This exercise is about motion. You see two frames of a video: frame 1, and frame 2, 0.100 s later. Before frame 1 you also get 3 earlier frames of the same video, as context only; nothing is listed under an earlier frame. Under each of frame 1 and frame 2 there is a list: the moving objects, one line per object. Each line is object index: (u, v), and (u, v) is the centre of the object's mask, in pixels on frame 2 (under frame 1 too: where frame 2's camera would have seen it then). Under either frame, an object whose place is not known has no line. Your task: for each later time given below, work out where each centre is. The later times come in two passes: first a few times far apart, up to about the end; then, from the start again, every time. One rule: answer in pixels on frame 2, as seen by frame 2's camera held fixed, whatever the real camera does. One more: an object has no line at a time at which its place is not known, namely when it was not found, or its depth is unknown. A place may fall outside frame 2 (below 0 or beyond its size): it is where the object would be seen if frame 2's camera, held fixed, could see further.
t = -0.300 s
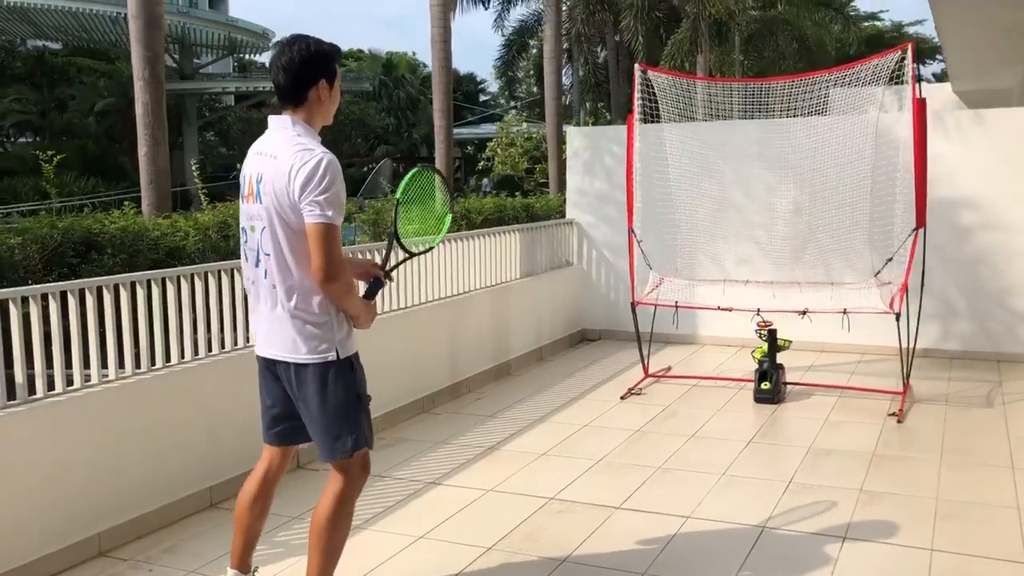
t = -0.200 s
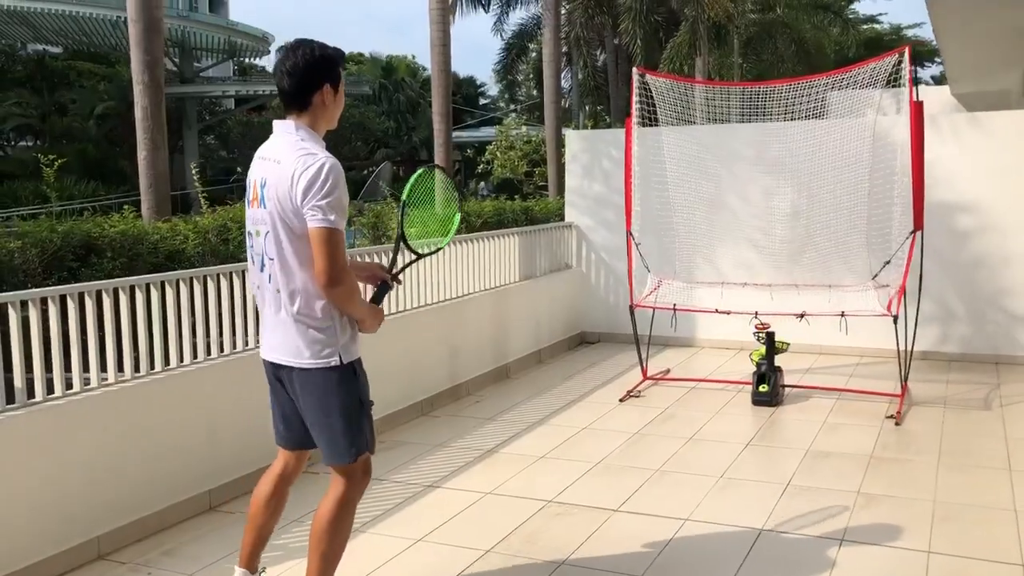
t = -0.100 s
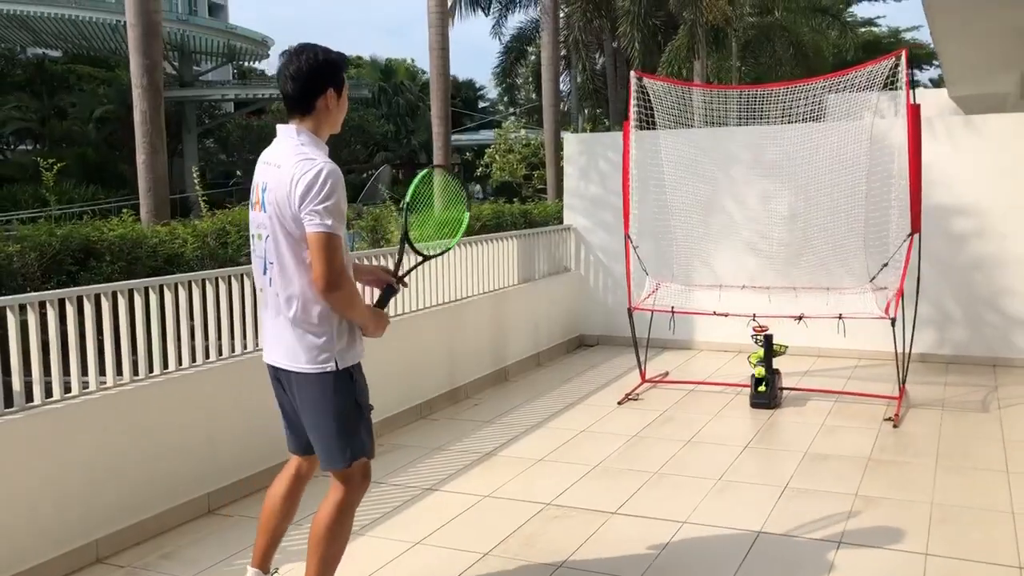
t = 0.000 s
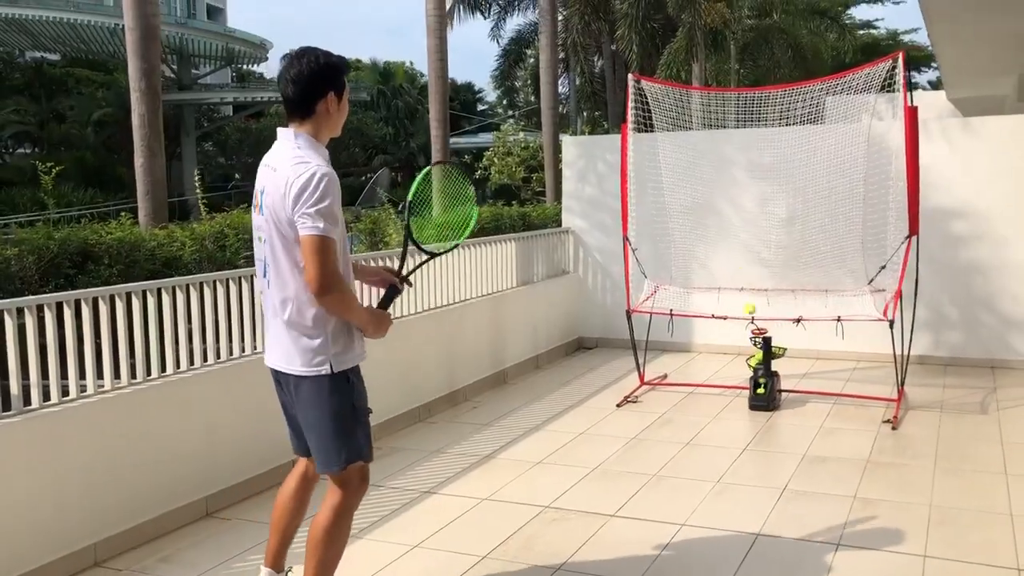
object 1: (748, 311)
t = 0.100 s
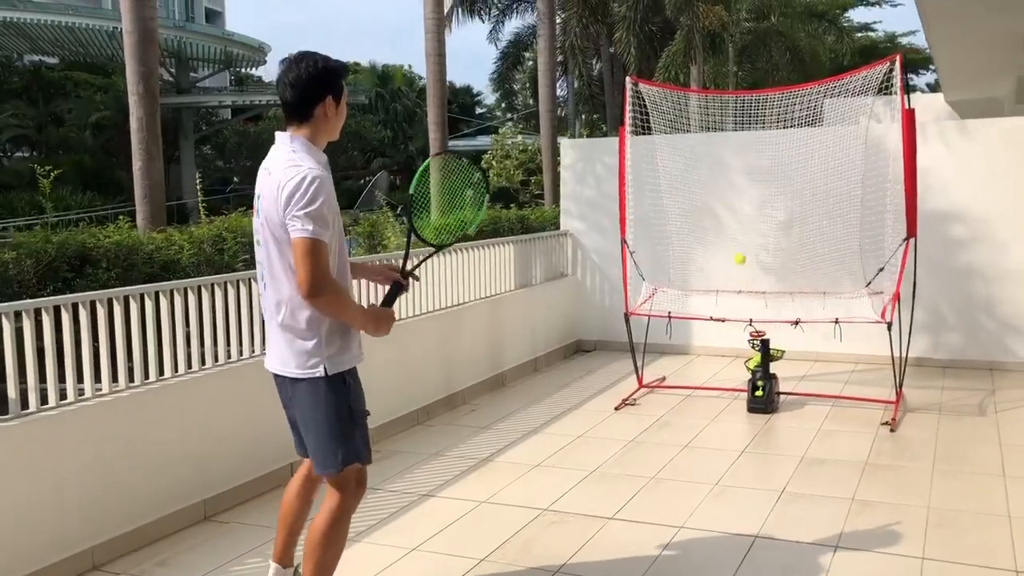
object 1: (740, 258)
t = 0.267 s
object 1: (724, 204)
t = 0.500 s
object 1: (697, 213)
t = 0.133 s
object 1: (737, 244)
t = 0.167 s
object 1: (734, 232)
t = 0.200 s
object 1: (730, 221)
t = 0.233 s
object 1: (727, 211)
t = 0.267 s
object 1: (724, 204)
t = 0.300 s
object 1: (720, 199)
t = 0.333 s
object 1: (716, 195)
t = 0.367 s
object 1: (712, 194)
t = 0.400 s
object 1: (709, 195)
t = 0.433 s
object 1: (704, 199)
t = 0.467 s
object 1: (702, 205)
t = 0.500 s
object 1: (697, 213)
